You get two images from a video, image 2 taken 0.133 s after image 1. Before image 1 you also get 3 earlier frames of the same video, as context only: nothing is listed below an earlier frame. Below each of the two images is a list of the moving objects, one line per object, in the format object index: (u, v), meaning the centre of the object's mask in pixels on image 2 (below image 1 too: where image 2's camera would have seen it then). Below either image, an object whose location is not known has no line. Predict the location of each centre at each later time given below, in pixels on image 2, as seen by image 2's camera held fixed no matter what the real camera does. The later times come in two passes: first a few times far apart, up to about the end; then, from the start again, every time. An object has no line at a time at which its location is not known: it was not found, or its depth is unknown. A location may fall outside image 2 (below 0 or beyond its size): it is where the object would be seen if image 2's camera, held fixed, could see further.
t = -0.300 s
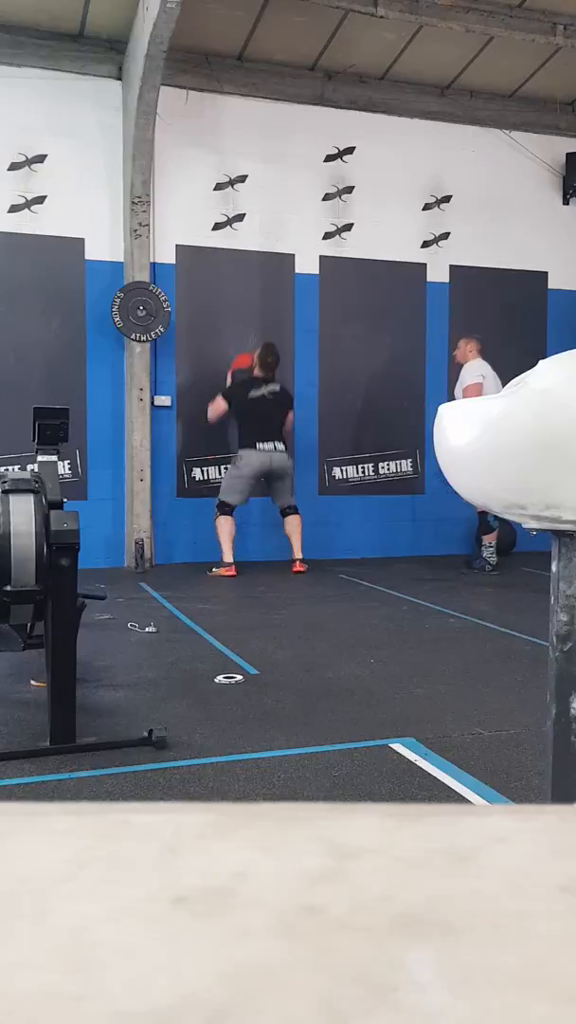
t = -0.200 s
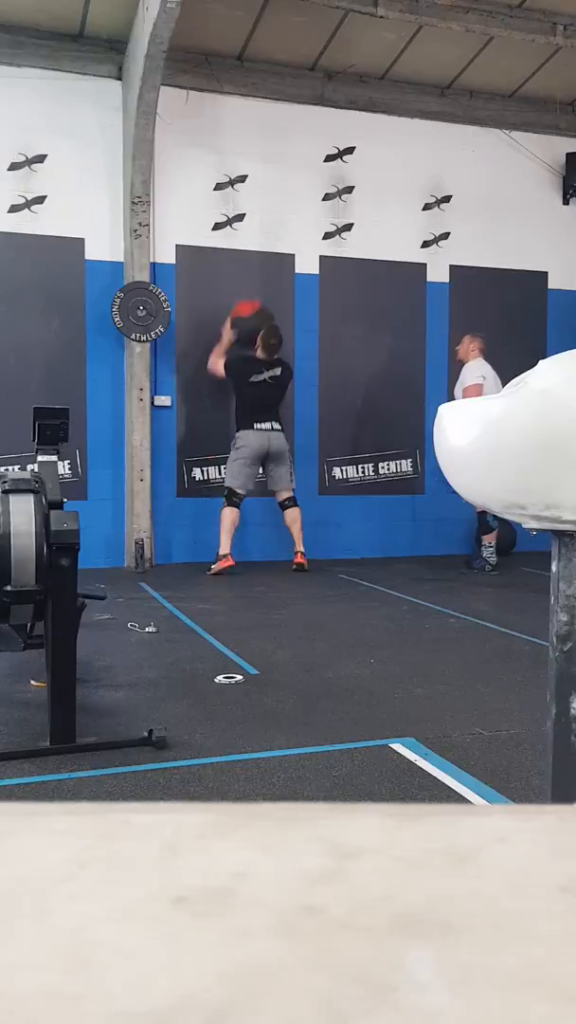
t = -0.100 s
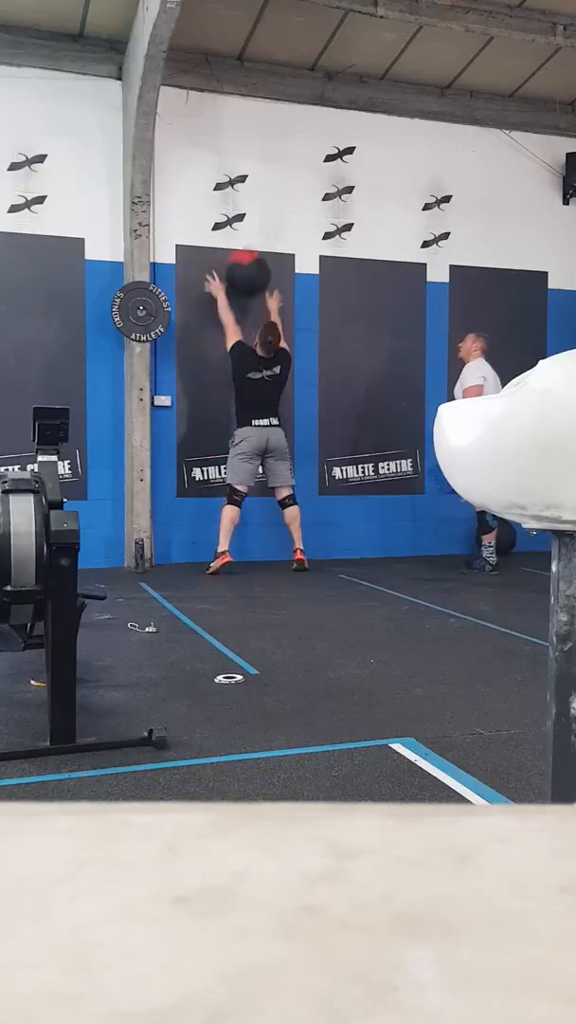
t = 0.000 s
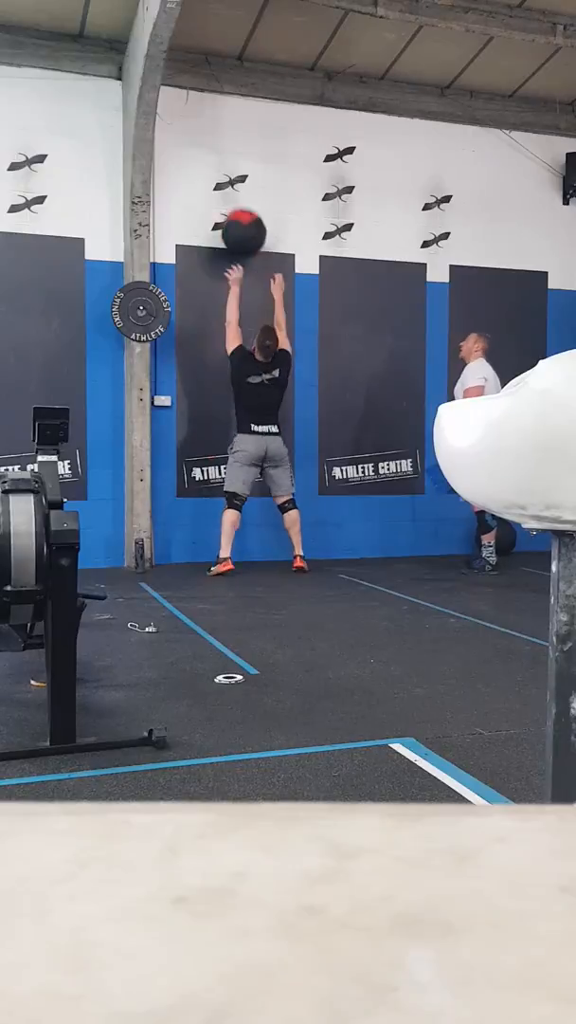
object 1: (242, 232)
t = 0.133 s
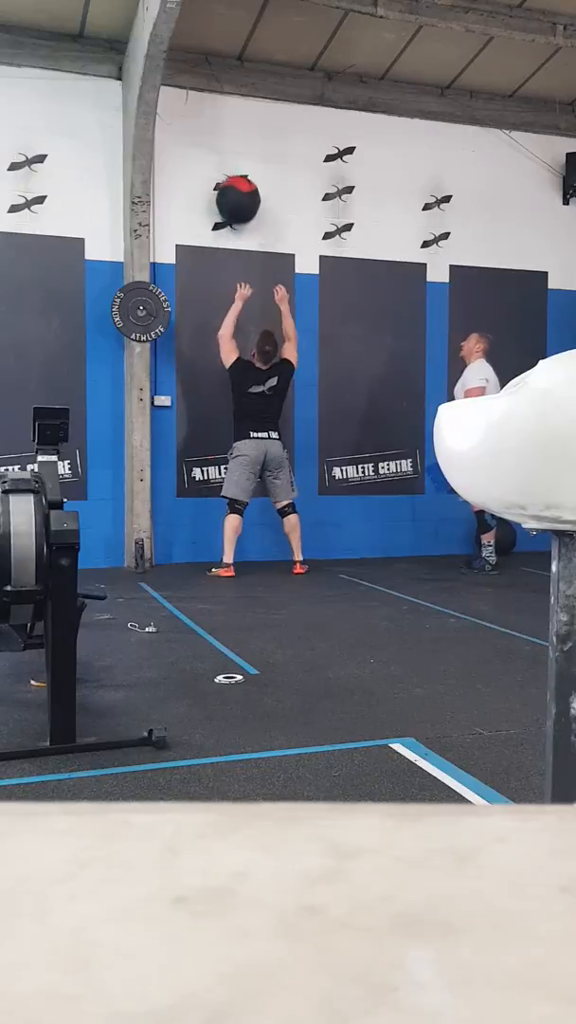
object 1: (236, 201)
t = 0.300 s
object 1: (237, 195)
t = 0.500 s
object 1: (242, 226)
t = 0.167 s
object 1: (236, 199)
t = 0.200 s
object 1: (236, 197)
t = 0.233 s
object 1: (236, 195)
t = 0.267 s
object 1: (237, 195)
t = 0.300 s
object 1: (237, 195)
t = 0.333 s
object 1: (238, 197)
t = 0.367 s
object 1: (238, 199)
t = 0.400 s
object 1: (238, 202)
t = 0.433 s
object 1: (239, 205)
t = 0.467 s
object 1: (241, 217)
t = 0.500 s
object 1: (242, 226)
